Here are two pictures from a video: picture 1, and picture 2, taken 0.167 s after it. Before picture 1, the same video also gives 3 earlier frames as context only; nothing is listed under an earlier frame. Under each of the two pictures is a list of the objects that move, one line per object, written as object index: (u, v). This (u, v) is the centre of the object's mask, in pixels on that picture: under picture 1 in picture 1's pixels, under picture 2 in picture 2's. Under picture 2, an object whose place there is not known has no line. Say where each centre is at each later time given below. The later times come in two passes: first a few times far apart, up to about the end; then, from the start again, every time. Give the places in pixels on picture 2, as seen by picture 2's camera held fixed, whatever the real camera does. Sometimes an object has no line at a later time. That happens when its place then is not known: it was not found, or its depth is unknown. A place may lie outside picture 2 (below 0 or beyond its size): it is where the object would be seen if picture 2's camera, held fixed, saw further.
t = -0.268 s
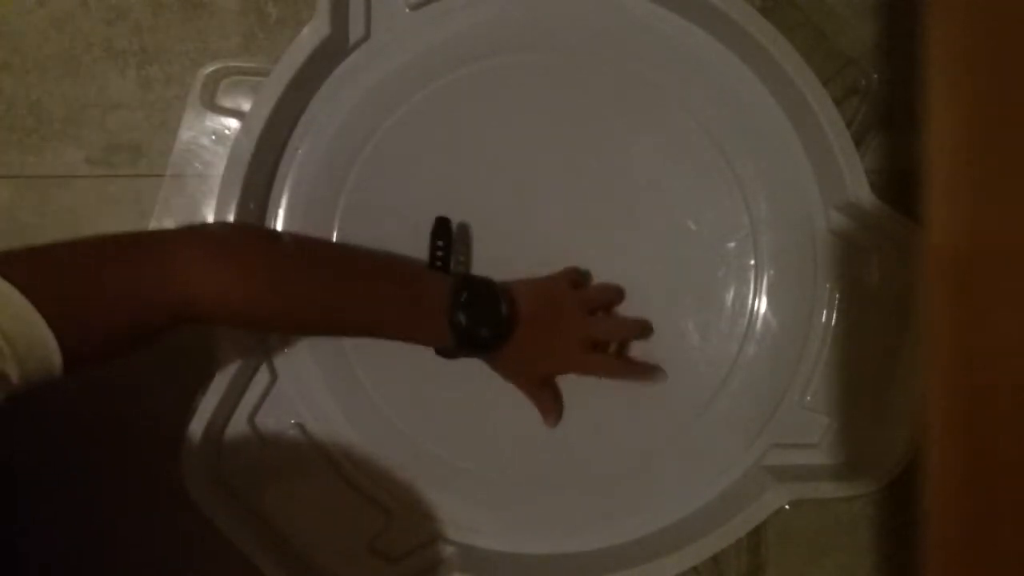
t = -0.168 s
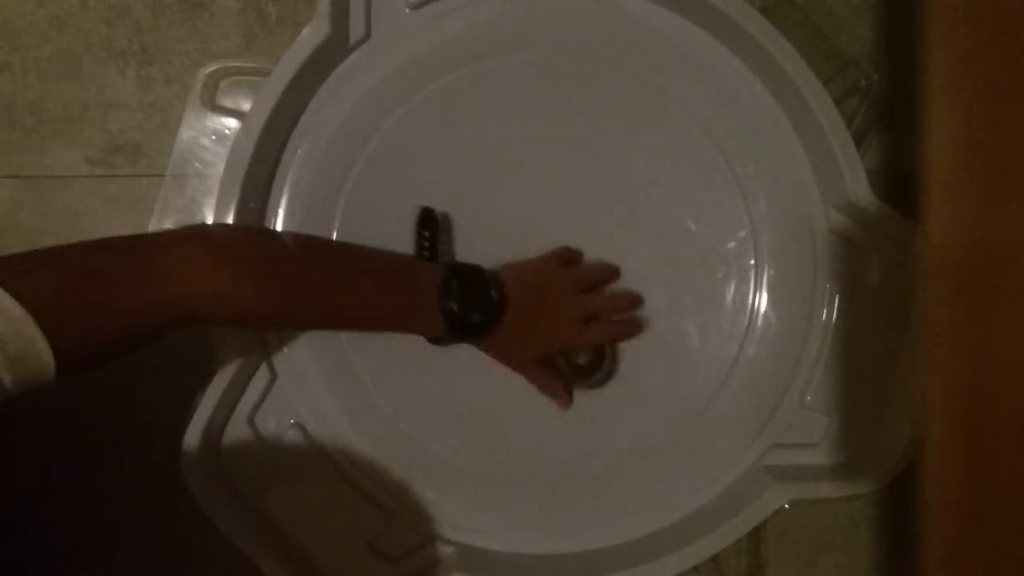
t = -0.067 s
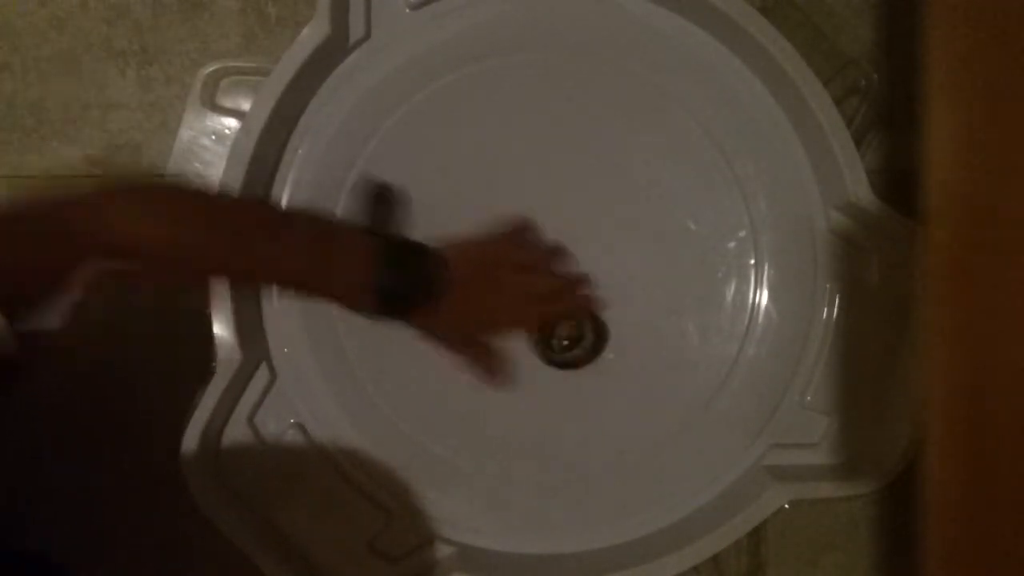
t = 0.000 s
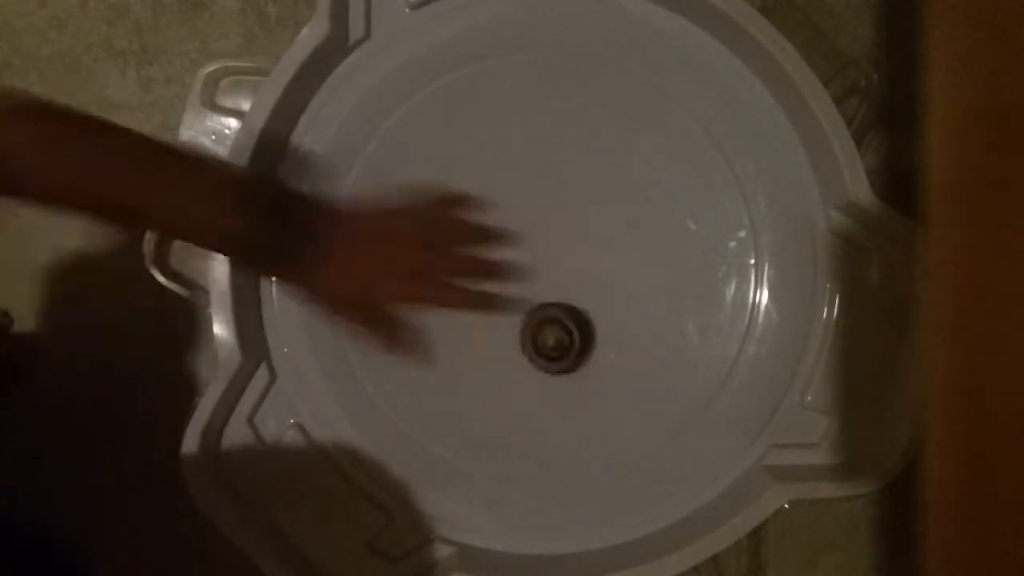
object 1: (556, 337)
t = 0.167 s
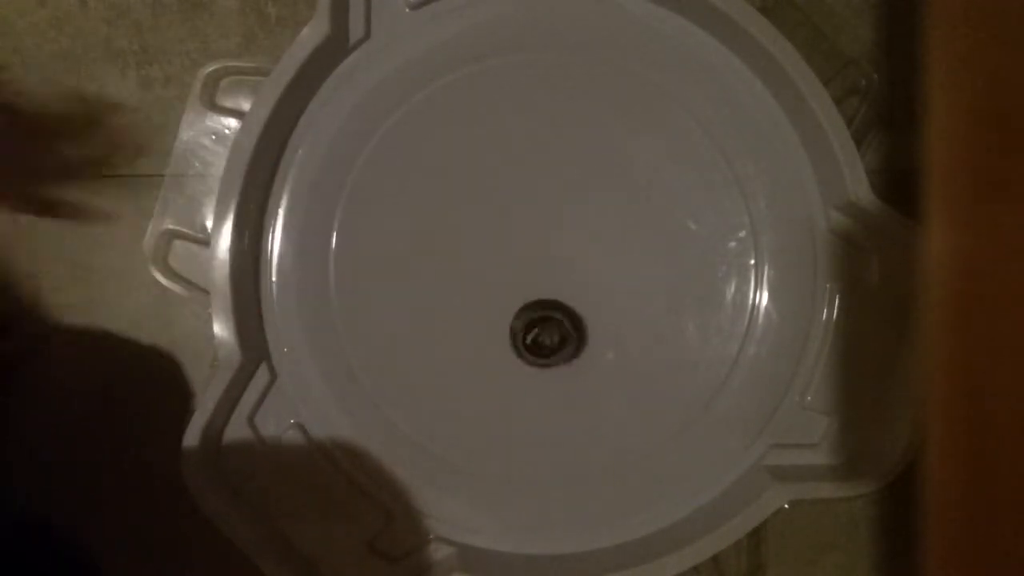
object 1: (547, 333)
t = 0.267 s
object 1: (548, 331)
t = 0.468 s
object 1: (547, 316)
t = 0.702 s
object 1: (545, 313)
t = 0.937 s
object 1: (545, 313)
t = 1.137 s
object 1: (545, 313)
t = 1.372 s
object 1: (545, 313)
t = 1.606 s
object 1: (545, 313)
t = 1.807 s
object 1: (545, 313)
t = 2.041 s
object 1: (545, 313)
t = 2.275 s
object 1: (545, 313)
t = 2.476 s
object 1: (545, 313)
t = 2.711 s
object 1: (545, 313)
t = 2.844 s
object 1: (545, 313)
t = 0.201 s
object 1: (546, 331)
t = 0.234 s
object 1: (546, 331)
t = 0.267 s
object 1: (548, 331)
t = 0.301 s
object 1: (549, 329)
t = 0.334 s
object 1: (550, 327)
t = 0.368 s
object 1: (550, 324)
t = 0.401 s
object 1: (550, 321)
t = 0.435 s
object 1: (549, 318)
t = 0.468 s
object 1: (547, 316)
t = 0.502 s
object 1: (546, 314)
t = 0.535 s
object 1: (545, 313)
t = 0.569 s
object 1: (545, 312)
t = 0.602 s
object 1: (545, 313)
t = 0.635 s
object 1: (545, 313)
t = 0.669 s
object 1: (545, 313)
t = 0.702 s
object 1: (545, 313)
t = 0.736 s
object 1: (545, 313)
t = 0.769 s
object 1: (545, 313)
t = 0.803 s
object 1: (545, 313)
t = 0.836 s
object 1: (545, 313)
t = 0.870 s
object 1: (545, 313)
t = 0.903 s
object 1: (545, 313)
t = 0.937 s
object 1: (545, 313)
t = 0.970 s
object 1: (545, 313)
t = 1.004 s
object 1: (545, 313)
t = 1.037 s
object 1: (545, 313)
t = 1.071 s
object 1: (545, 313)
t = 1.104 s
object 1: (545, 313)
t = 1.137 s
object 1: (545, 313)
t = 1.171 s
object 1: (545, 313)
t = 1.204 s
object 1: (545, 313)
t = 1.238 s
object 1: (545, 313)
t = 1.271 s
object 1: (545, 313)
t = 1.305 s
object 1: (545, 313)
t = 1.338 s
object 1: (545, 313)
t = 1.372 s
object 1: (545, 313)
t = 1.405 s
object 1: (545, 313)
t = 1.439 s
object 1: (545, 313)
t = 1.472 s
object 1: (545, 313)
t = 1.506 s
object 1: (545, 313)
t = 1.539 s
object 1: (545, 313)
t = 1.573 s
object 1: (545, 313)
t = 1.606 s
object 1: (545, 313)
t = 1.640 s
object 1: (545, 313)
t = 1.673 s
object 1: (545, 313)
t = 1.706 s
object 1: (545, 313)
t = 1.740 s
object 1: (545, 313)
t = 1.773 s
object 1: (545, 313)
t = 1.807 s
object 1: (545, 313)
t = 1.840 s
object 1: (545, 313)
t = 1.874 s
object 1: (545, 313)
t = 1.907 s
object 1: (545, 313)
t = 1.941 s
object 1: (545, 313)
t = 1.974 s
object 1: (545, 313)
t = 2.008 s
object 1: (545, 313)
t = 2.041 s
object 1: (545, 313)
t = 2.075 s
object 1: (545, 313)
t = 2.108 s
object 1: (545, 313)
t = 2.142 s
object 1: (545, 313)
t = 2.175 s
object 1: (545, 313)
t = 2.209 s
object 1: (545, 313)
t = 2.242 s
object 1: (545, 313)
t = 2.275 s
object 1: (545, 313)
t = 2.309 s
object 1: (545, 313)
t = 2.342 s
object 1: (545, 313)
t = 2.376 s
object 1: (545, 313)
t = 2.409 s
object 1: (545, 313)
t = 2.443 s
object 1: (545, 313)
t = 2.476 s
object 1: (545, 313)
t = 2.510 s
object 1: (545, 313)
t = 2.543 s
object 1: (545, 313)
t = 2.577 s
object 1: (545, 313)
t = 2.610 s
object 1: (545, 313)
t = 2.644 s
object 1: (545, 313)
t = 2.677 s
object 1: (545, 313)
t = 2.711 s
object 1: (545, 313)
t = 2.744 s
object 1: (545, 313)
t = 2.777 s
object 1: (545, 313)
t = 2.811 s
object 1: (545, 313)
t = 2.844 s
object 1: (545, 313)
